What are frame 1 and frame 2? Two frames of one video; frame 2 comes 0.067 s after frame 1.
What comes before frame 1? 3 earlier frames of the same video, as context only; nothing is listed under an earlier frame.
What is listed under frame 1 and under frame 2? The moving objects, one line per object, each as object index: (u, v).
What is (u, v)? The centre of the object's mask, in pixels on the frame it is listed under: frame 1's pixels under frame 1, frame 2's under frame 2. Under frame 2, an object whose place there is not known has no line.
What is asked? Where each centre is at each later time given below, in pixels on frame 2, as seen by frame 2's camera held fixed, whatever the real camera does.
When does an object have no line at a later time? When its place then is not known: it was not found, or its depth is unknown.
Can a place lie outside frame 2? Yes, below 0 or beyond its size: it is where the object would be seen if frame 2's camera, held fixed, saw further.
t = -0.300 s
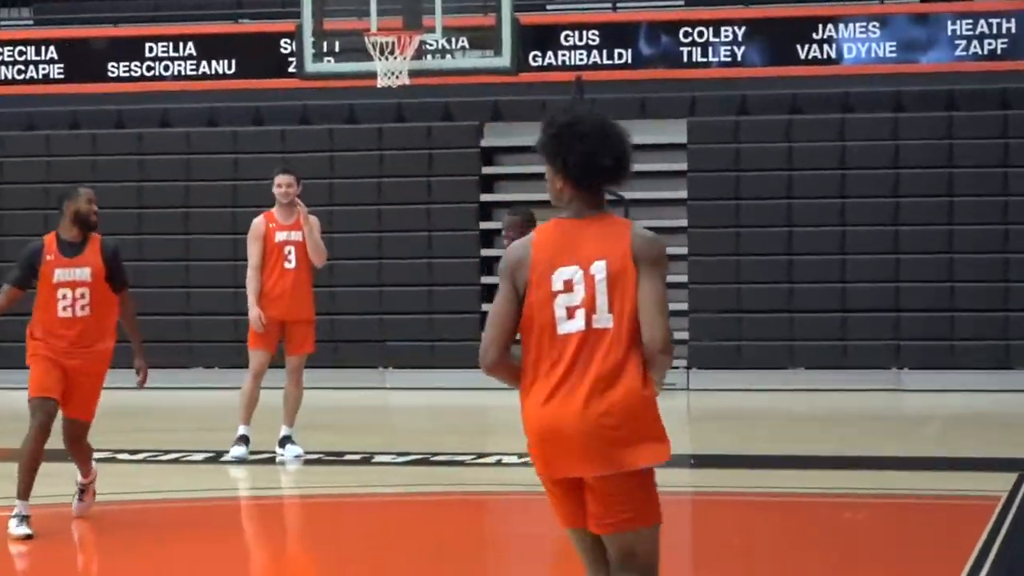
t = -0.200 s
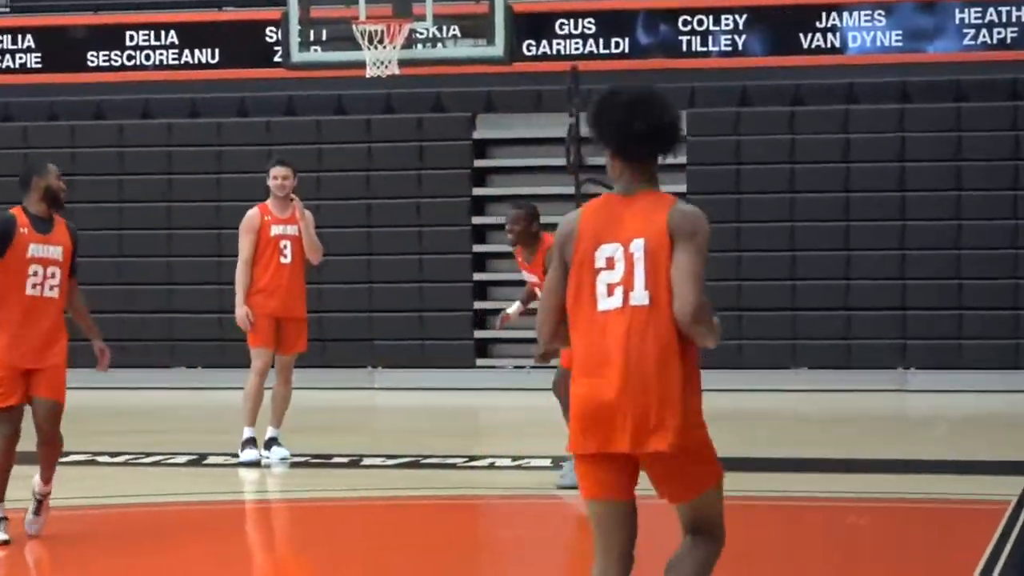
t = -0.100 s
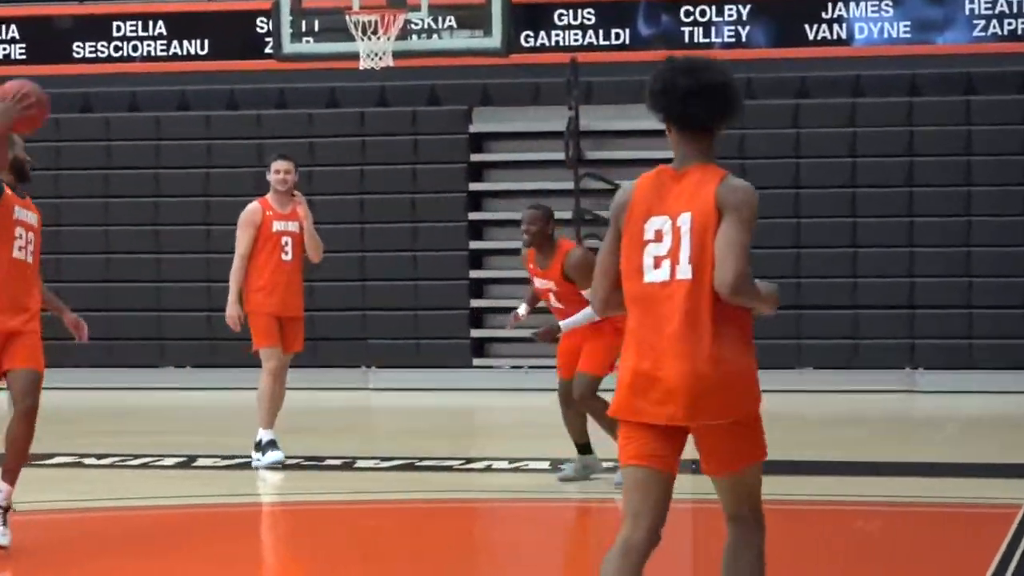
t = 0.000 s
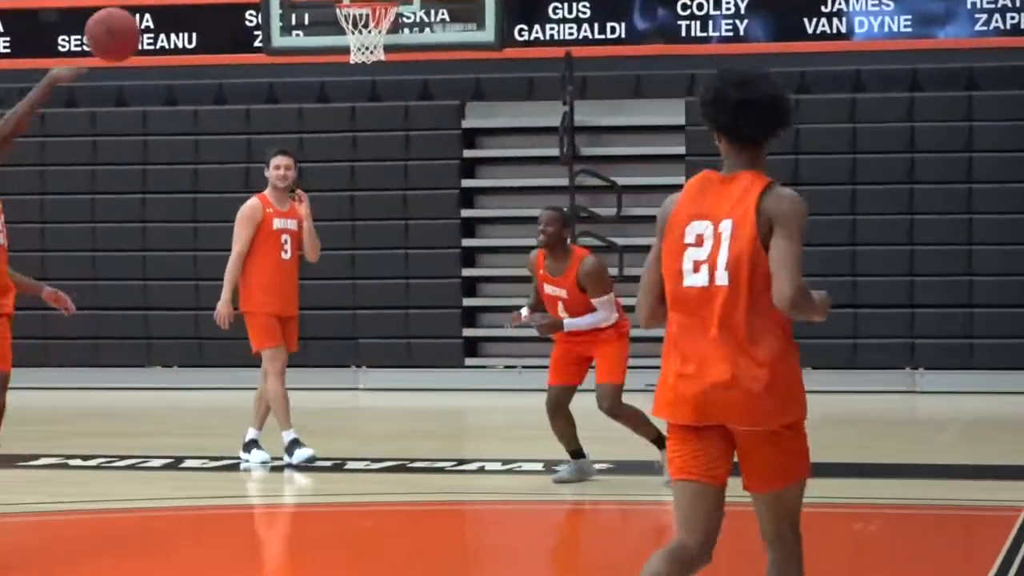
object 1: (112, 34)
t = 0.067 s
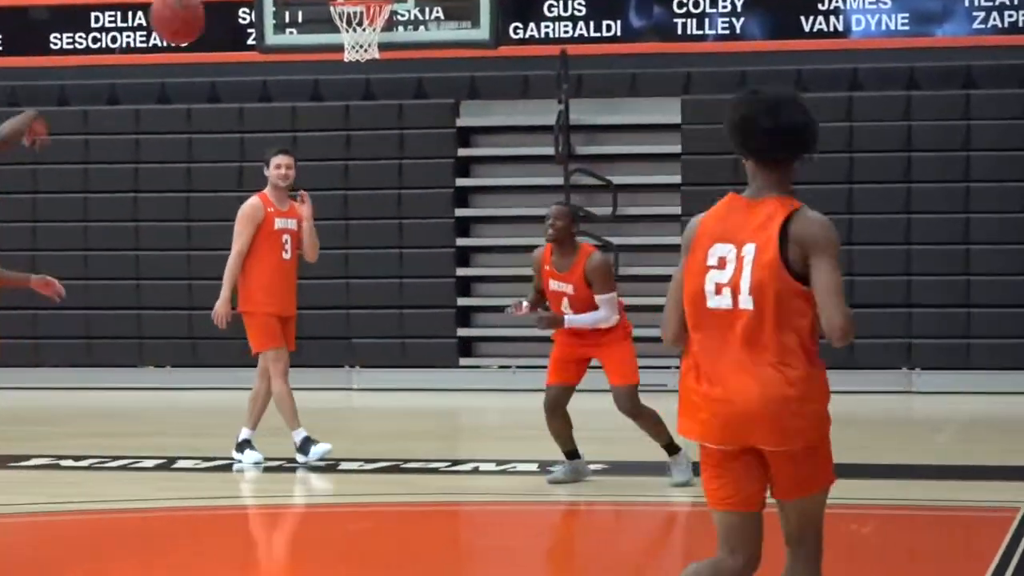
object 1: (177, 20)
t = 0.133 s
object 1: (244, 17)
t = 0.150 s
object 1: (260, 17)
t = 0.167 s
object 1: (278, 17)
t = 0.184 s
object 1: (294, 18)
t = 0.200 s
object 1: (309, 18)
